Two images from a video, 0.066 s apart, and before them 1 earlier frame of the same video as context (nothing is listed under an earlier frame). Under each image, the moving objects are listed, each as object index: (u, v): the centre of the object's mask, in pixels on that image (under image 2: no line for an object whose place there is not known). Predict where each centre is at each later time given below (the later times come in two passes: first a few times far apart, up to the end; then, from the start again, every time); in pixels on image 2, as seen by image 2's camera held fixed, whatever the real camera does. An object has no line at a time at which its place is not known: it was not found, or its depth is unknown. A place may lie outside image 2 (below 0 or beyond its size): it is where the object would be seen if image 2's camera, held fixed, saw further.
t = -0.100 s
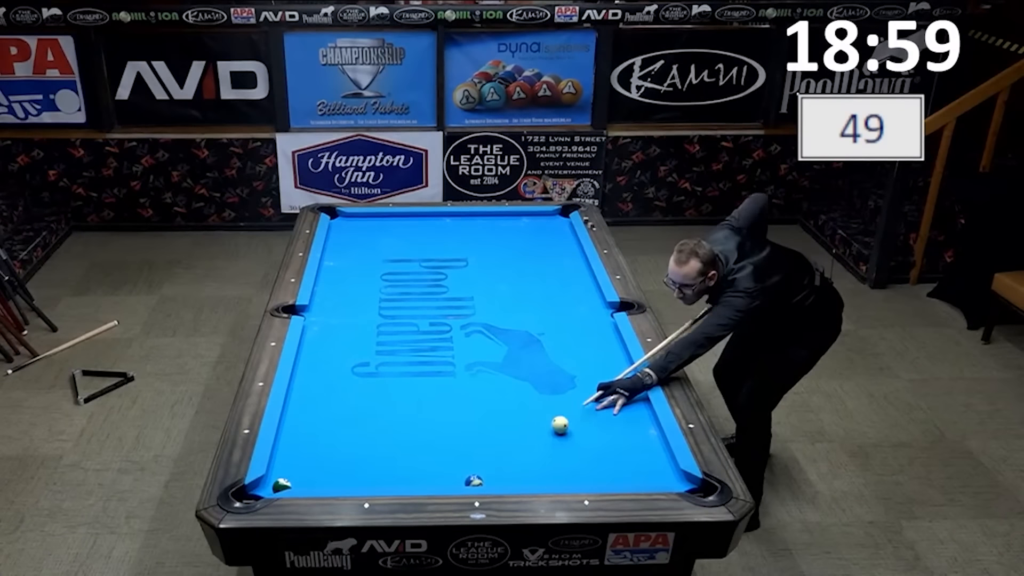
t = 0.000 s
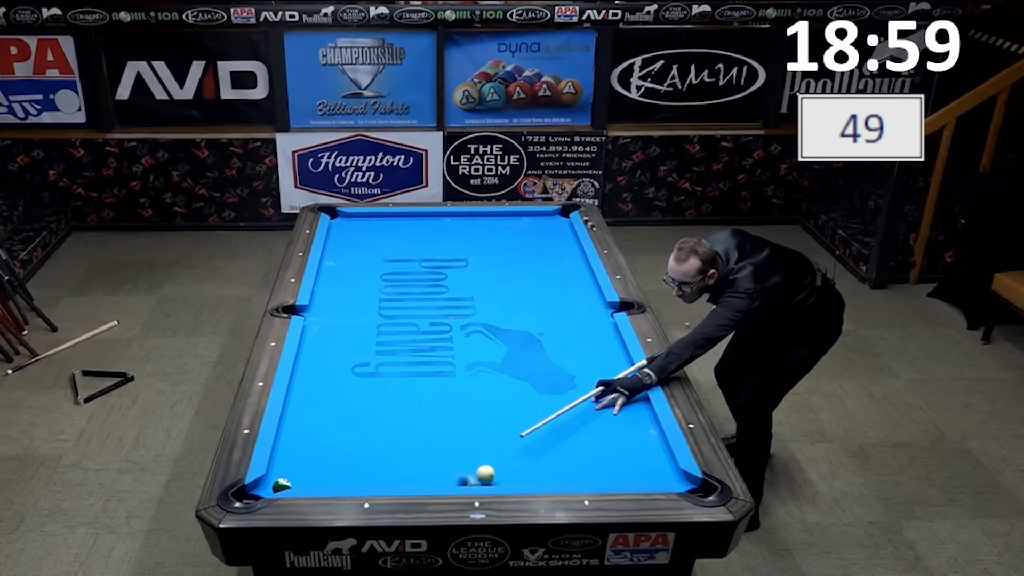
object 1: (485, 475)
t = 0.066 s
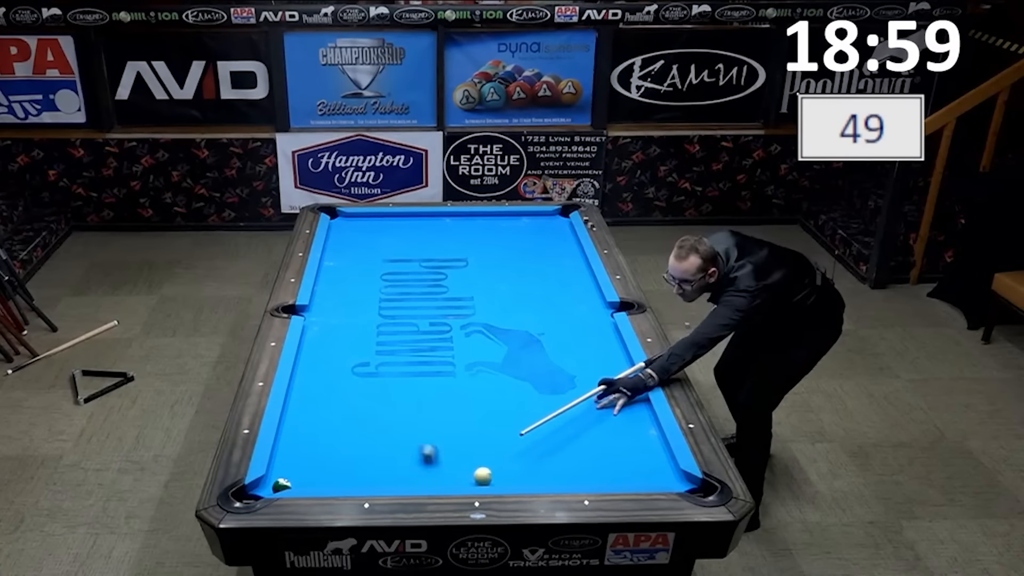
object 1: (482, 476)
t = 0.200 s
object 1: (473, 480)
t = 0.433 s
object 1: (422, 479)
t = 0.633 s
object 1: (373, 481)
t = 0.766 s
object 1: (336, 481)
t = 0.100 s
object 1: (480, 477)
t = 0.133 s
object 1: (479, 478)
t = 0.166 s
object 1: (477, 478)
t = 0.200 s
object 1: (473, 480)
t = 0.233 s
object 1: (469, 480)
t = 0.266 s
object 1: (463, 479)
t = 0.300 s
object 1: (457, 479)
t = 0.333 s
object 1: (450, 479)
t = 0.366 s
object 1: (443, 479)
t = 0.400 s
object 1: (431, 479)
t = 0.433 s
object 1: (422, 479)
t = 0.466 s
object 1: (413, 480)
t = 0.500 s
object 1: (409, 480)
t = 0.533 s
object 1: (400, 481)
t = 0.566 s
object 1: (391, 481)
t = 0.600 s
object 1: (382, 481)
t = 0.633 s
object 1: (373, 481)
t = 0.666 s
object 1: (363, 481)
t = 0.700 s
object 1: (354, 481)
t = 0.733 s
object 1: (345, 481)
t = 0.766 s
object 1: (336, 481)
